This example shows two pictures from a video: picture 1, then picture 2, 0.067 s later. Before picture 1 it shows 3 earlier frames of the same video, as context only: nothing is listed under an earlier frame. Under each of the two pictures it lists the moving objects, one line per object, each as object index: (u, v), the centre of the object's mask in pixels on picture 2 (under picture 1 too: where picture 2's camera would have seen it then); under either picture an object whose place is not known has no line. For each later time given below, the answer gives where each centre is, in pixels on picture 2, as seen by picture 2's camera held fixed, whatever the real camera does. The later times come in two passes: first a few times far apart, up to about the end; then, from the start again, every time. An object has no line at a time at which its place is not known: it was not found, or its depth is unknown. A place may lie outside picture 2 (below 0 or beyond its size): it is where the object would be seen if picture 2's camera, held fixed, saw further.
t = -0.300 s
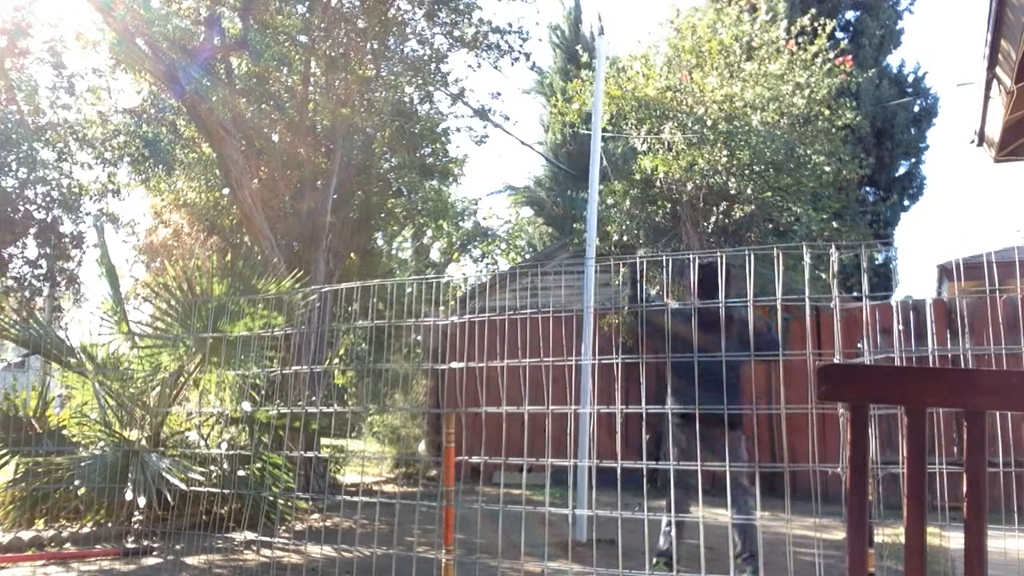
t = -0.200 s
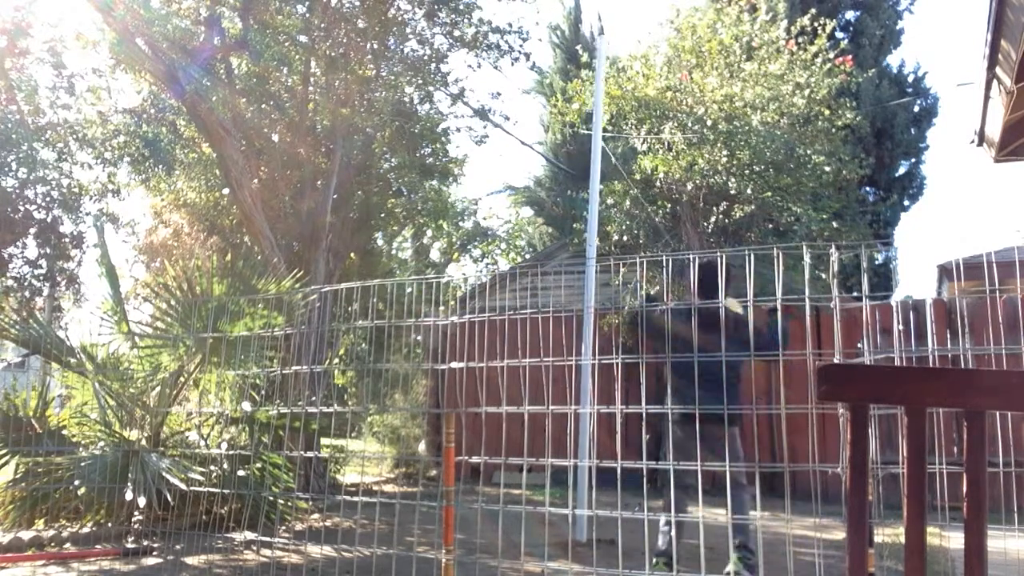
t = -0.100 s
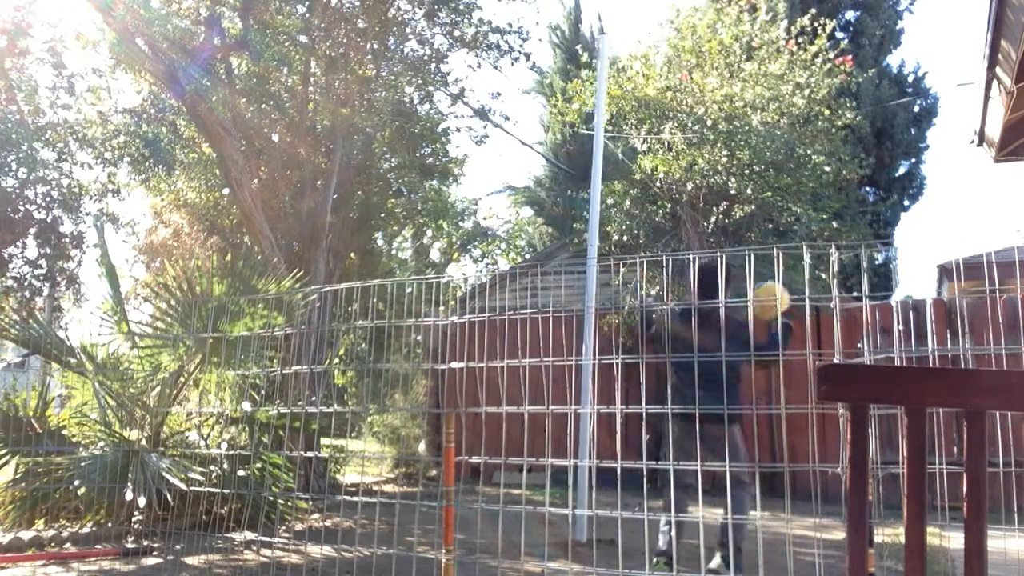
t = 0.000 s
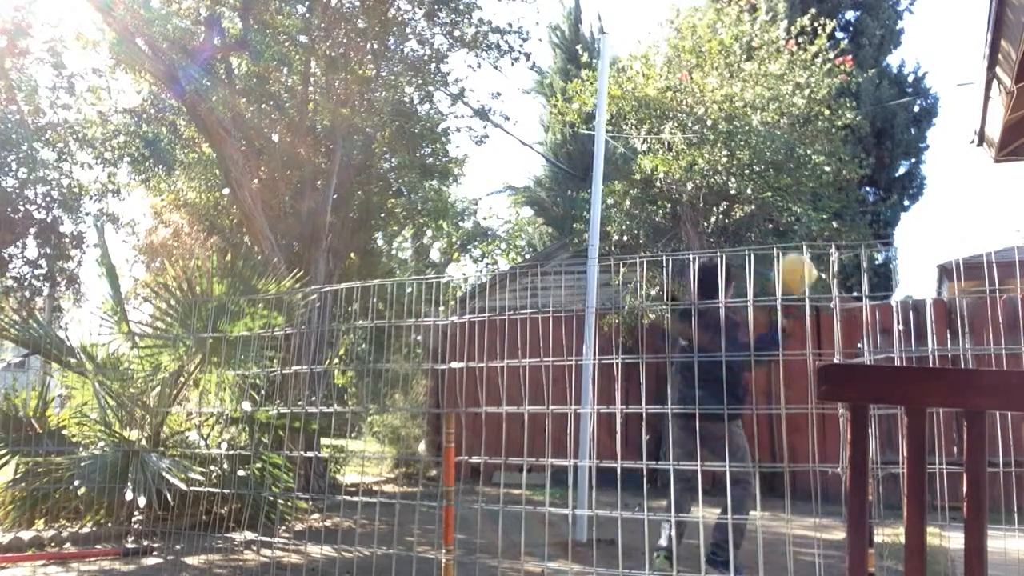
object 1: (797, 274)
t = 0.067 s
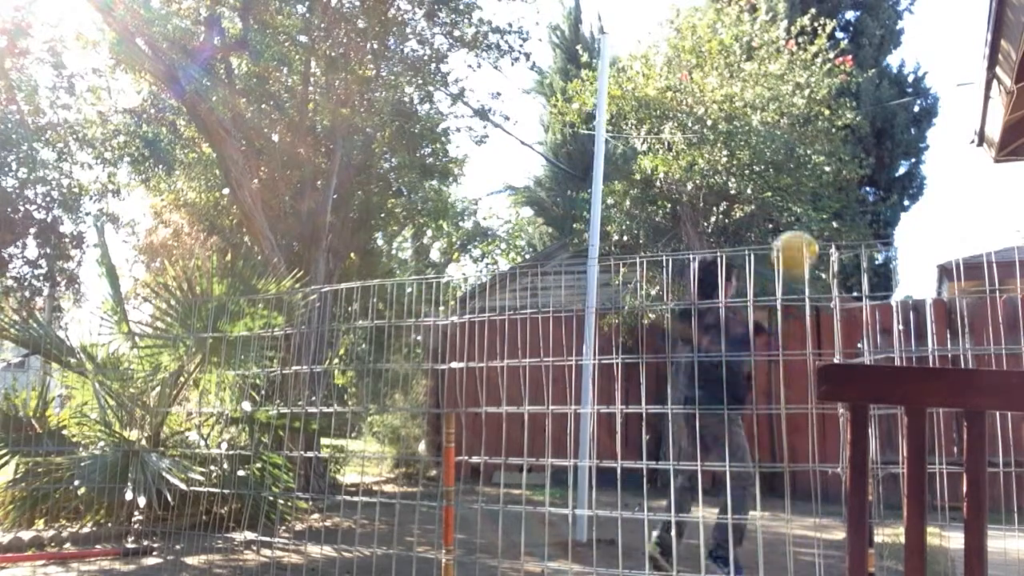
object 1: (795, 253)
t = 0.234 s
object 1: (785, 152)
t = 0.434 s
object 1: (718, 63)
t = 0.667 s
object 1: (618, 79)
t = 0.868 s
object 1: (535, 198)
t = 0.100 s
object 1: (791, 240)
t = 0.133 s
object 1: (796, 225)
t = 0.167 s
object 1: (796, 200)
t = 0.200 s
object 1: (791, 175)
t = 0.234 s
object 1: (785, 152)
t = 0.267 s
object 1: (778, 130)
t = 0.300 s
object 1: (767, 112)
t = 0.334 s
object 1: (756, 96)
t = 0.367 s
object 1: (744, 82)
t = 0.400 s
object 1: (733, 73)
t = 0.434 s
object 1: (718, 63)
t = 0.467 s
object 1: (706, 58)
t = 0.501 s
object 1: (693, 55)
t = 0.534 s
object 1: (679, 54)
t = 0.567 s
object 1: (664, 56)
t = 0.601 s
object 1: (648, 62)
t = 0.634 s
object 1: (632, 69)
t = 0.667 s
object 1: (618, 79)
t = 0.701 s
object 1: (601, 94)
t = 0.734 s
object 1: (587, 110)
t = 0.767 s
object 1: (571, 130)
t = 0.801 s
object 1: (559, 151)
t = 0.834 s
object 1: (547, 174)
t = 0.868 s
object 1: (535, 198)
